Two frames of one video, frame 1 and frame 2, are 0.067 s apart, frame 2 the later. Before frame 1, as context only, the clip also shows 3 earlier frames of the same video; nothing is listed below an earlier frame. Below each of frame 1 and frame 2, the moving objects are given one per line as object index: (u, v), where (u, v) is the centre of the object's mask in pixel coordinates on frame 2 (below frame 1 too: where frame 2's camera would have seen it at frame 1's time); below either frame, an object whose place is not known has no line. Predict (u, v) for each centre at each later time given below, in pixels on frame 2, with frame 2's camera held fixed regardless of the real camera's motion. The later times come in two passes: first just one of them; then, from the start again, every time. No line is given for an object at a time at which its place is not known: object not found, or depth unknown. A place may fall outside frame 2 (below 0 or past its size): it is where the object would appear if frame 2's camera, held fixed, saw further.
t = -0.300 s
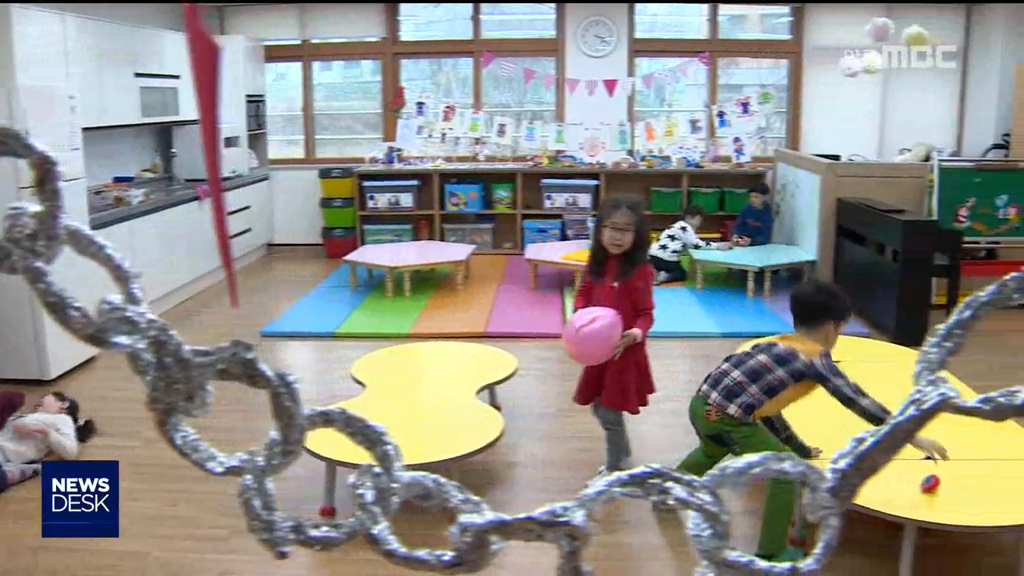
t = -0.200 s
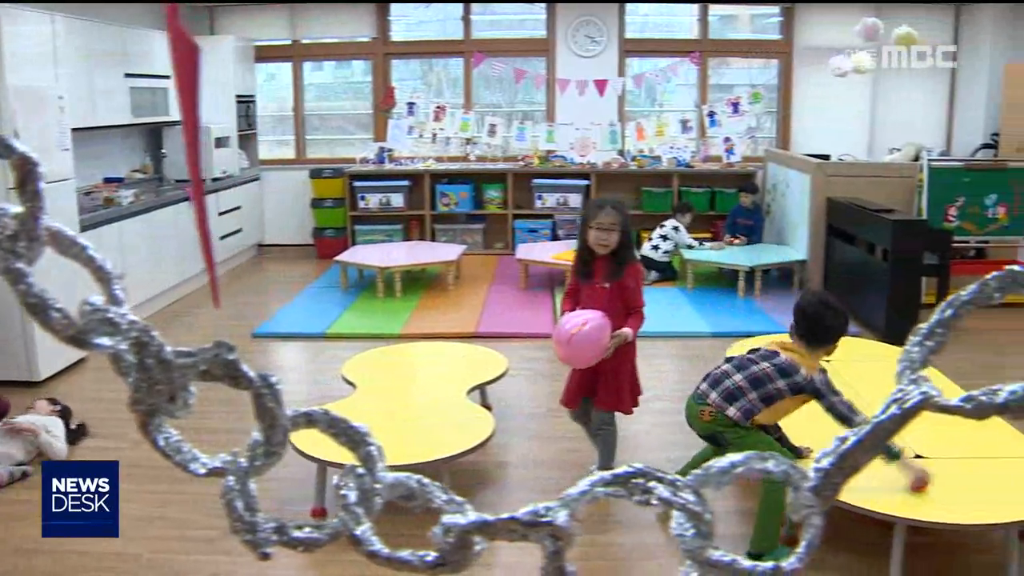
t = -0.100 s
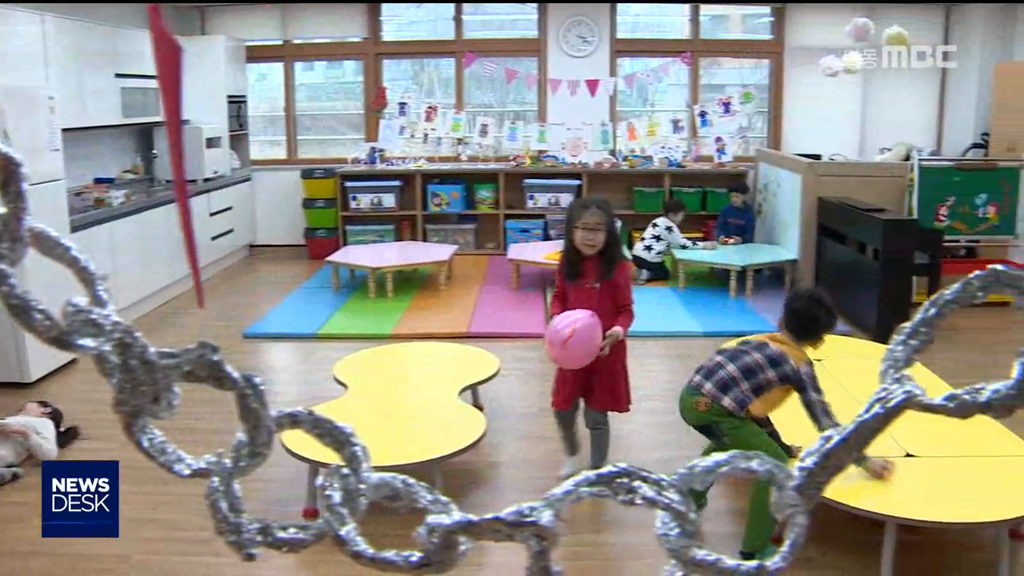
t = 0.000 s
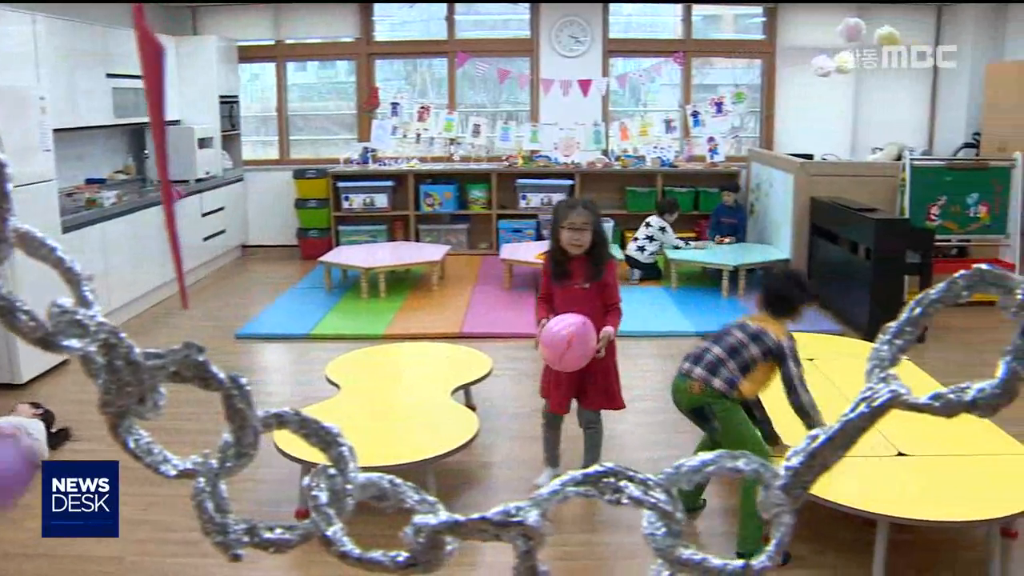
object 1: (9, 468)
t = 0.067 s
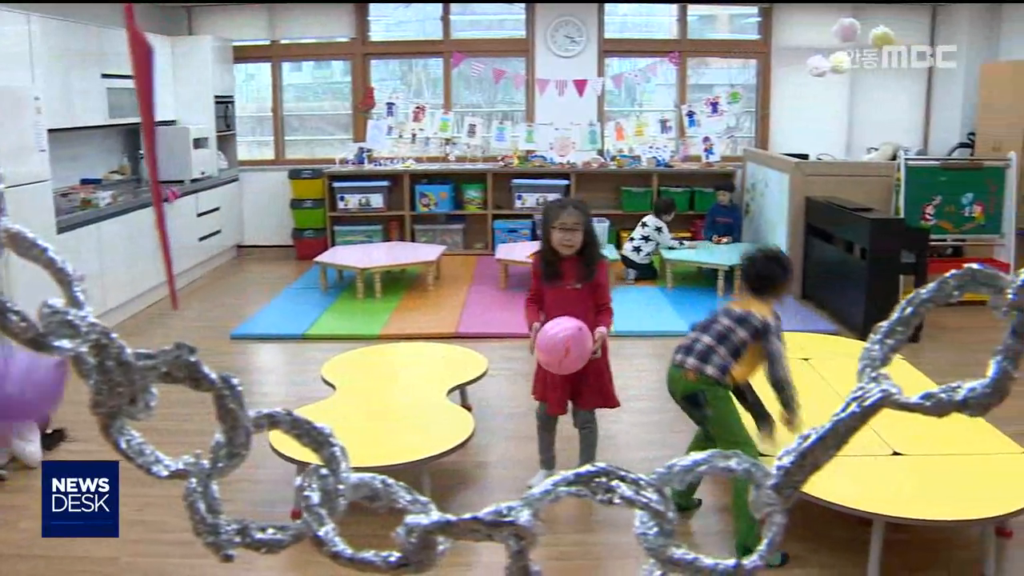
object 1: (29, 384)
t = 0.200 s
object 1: (88, 236)
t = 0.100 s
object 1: (32, 374)
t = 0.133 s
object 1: (31, 289)
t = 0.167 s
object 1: (75, 266)
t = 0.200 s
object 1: (88, 236)
